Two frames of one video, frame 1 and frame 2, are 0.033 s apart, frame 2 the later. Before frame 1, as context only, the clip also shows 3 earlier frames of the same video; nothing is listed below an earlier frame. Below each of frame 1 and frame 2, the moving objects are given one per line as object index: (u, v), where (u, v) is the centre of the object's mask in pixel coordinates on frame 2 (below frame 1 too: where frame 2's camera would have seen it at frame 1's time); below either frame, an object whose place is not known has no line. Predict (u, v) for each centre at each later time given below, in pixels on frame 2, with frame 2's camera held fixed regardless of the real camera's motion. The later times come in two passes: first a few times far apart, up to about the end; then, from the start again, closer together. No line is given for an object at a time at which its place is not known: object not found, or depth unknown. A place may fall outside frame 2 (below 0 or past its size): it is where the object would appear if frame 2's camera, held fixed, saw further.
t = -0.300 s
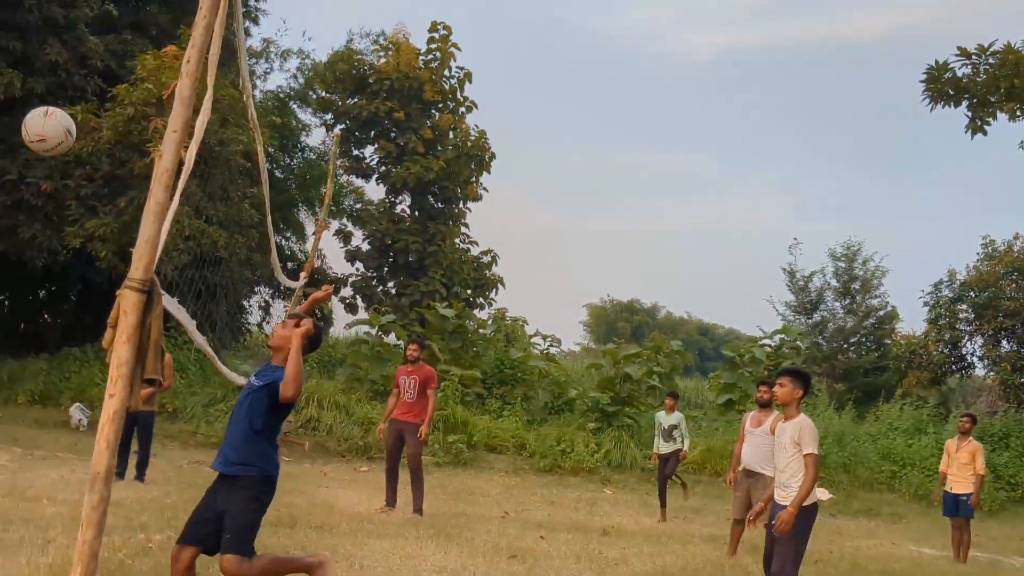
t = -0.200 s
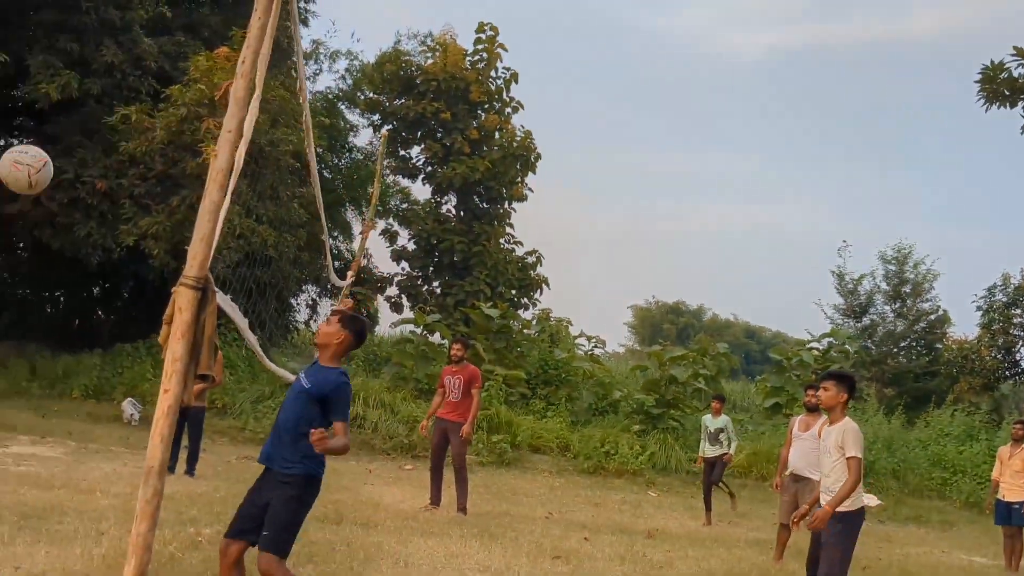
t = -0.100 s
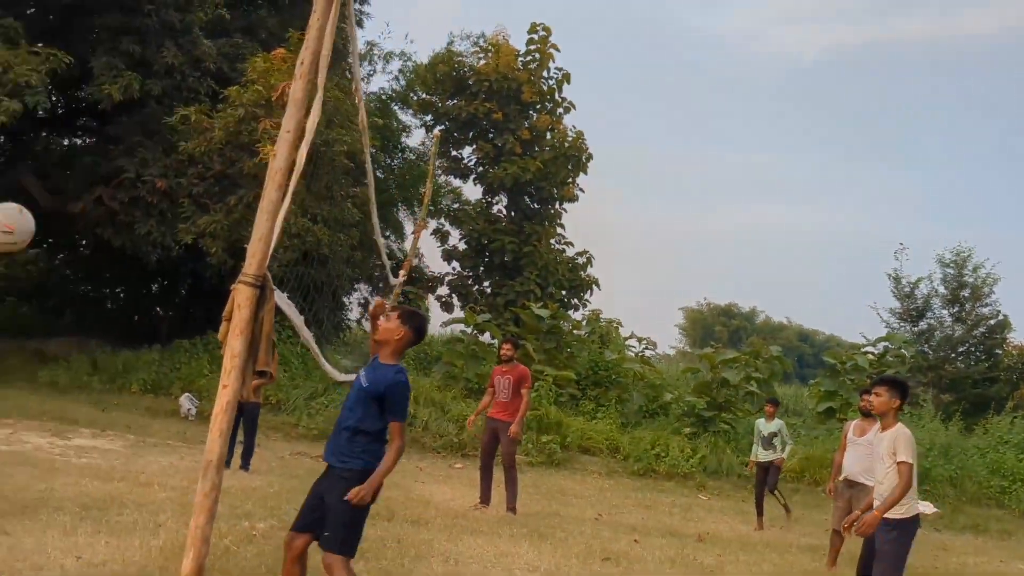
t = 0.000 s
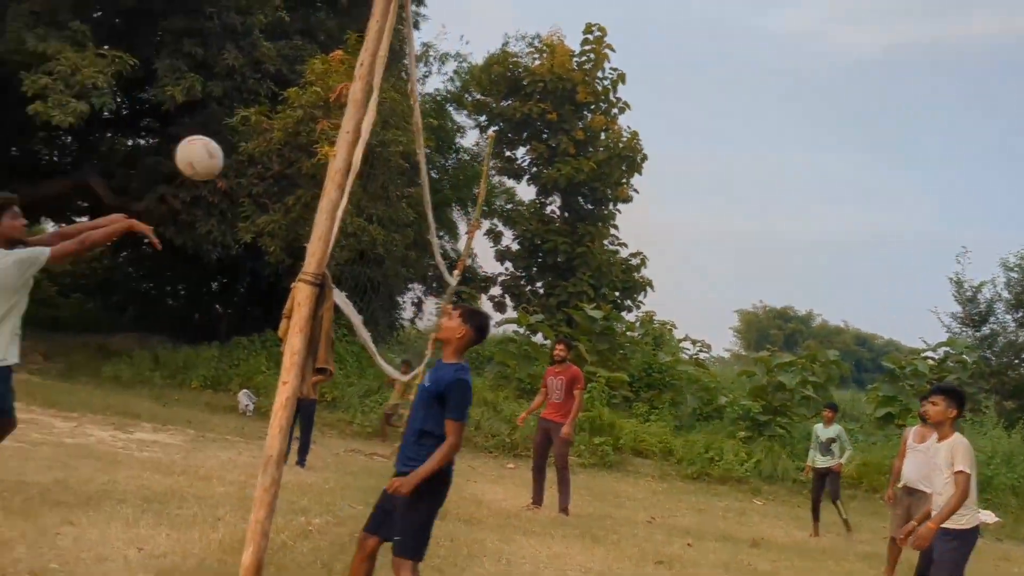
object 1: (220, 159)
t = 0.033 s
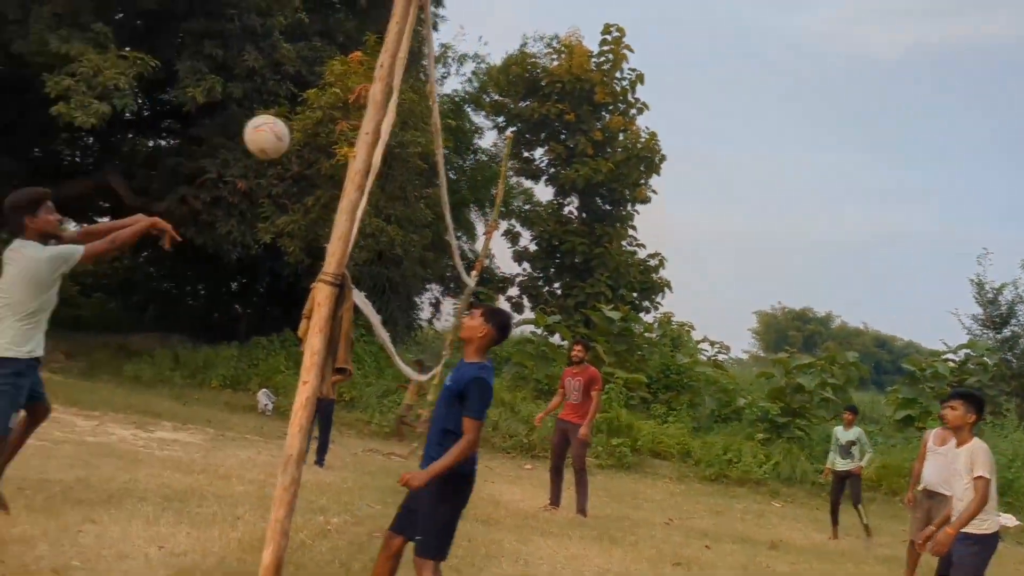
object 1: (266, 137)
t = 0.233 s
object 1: (504, 58)
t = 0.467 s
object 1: (712, 58)
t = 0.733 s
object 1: (894, 148)
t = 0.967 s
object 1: (1012, 286)
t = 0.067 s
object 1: (310, 118)
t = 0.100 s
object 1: (351, 102)
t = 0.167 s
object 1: (431, 75)
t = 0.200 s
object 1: (469, 66)
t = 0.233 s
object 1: (504, 58)
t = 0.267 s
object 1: (537, 53)
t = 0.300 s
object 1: (570, 48)
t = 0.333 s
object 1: (601, 47)
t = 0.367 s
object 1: (630, 48)
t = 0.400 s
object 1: (659, 49)
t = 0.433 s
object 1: (686, 53)
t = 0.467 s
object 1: (712, 58)
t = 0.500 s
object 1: (738, 64)
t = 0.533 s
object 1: (762, 72)
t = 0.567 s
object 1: (787, 80)
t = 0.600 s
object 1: (809, 92)
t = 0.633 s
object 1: (831, 104)
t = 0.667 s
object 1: (853, 117)
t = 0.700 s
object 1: (874, 132)
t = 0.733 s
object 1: (894, 148)
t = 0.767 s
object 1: (914, 164)
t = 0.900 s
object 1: (980, 241)
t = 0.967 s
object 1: (1012, 286)
